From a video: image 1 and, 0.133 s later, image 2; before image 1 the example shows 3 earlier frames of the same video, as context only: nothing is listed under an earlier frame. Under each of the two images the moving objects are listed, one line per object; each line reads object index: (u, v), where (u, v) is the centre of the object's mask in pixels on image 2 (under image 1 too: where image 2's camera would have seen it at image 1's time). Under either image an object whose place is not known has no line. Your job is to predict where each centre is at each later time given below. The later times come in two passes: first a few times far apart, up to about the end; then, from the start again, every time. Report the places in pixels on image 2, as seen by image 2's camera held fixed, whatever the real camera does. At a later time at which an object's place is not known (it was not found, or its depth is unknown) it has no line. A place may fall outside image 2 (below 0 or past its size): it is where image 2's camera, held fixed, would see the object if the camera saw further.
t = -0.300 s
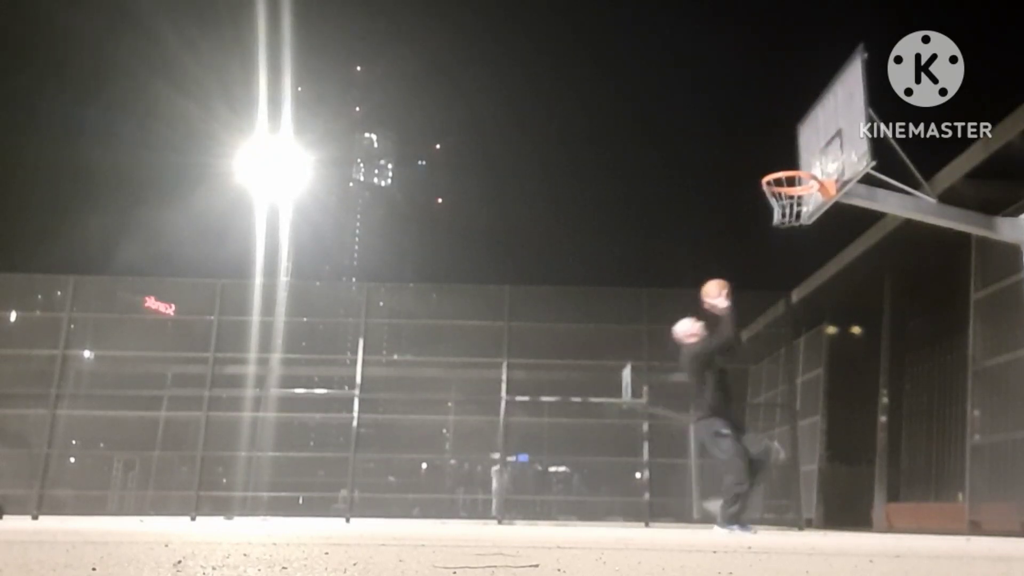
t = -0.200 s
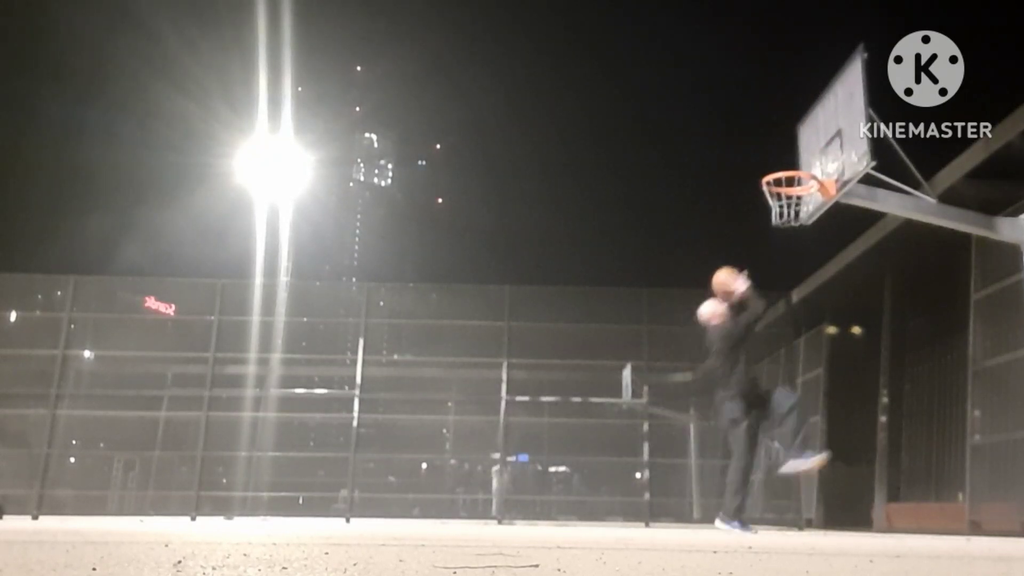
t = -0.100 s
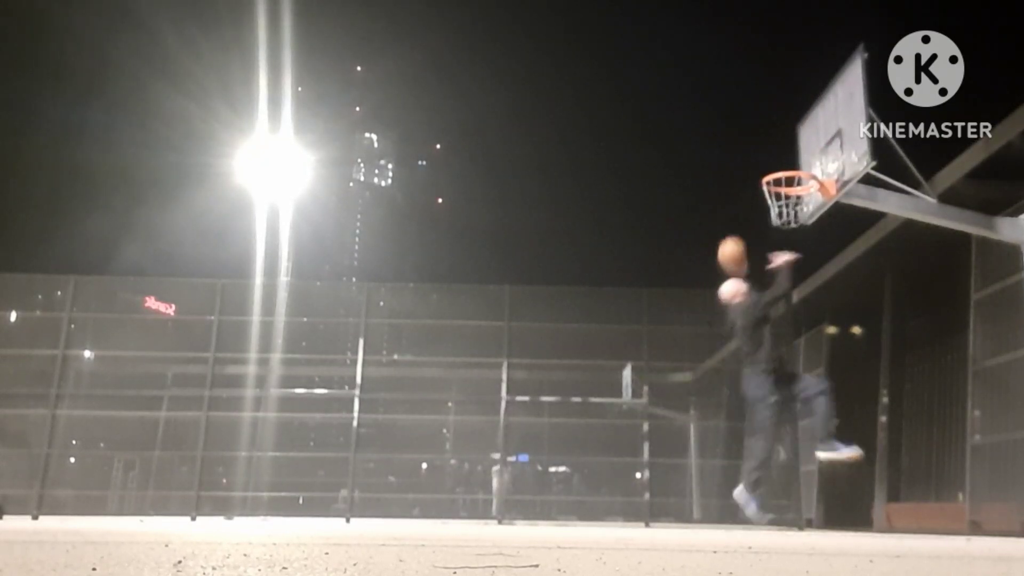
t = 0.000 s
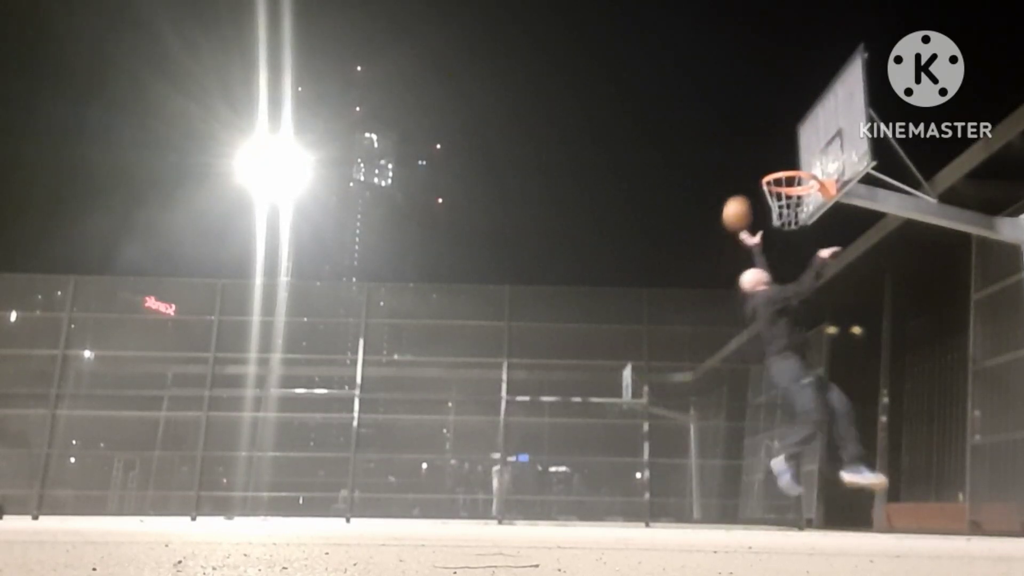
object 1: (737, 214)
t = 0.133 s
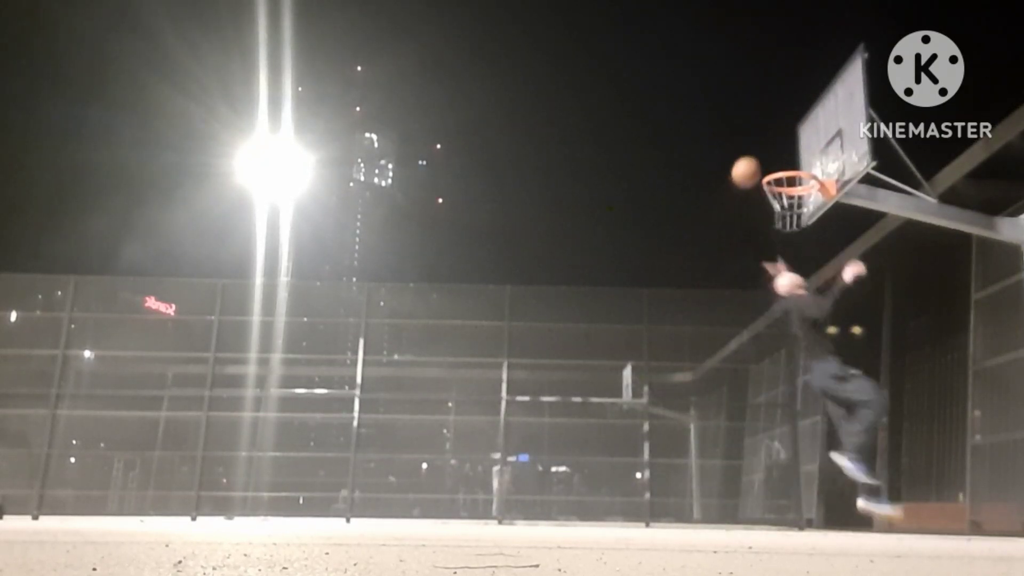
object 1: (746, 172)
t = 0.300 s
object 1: (757, 149)
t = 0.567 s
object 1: (776, 162)
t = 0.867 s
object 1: (788, 212)
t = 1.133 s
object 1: (796, 294)
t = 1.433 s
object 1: (811, 489)
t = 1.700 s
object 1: (803, 397)
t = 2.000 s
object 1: (796, 331)
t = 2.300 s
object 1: (793, 363)
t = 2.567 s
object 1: (795, 481)
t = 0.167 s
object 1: (749, 165)
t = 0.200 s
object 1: (750, 159)
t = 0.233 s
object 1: (753, 154)
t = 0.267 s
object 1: (755, 151)
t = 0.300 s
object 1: (757, 149)
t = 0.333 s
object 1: (760, 147)
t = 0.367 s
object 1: (762, 147)
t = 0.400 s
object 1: (765, 148)
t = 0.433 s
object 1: (767, 150)
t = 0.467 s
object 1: (770, 154)
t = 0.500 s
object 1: (772, 158)
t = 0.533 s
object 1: (775, 161)
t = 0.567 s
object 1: (776, 162)
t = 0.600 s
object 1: (778, 162)
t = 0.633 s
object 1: (779, 163)
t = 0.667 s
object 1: (780, 164)
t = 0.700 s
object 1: (781, 166)
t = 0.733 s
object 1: (783, 178)
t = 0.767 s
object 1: (783, 189)
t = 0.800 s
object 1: (785, 191)
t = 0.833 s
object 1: (786, 200)
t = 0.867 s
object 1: (788, 212)
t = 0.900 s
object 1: (789, 220)
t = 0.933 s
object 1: (791, 227)
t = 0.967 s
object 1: (792, 234)
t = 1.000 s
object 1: (793, 243)
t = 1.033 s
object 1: (794, 254)
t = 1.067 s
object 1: (795, 266)
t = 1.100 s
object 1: (795, 279)
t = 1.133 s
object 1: (796, 294)
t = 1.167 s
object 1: (798, 310)
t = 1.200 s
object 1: (799, 327)
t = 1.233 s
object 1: (801, 346)
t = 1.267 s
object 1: (802, 365)
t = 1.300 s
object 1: (804, 389)
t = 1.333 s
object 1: (805, 410)
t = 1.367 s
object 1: (807, 435)
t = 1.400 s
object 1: (809, 462)
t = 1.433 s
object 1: (811, 489)
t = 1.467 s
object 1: (814, 515)
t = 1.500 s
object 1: (812, 502)
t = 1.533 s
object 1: (810, 480)
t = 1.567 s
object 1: (809, 460)
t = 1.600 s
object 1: (807, 443)
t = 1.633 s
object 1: (805, 425)
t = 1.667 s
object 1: (804, 410)
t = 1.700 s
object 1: (803, 397)
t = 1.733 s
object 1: (801, 385)
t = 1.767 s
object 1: (801, 374)
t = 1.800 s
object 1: (800, 364)
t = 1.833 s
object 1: (799, 356)
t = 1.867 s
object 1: (798, 348)
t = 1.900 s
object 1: (797, 342)
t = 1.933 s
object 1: (797, 337)
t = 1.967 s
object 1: (796, 334)
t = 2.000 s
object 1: (796, 331)
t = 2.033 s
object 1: (796, 330)
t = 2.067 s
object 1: (795, 330)
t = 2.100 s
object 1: (795, 331)
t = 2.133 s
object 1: (795, 333)
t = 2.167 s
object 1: (794, 337)
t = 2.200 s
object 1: (794, 342)
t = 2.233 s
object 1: (794, 348)
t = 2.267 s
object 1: (794, 355)
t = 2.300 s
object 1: (793, 363)
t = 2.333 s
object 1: (793, 373)
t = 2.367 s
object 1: (793, 385)
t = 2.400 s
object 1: (793, 397)
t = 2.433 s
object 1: (793, 410)
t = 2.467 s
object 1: (793, 425)
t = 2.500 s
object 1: (794, 442)
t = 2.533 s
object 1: (794, 461)
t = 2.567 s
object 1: (795, 481)
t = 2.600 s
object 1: (796, 504)
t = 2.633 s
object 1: (797, 516)
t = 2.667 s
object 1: (795, 503)
